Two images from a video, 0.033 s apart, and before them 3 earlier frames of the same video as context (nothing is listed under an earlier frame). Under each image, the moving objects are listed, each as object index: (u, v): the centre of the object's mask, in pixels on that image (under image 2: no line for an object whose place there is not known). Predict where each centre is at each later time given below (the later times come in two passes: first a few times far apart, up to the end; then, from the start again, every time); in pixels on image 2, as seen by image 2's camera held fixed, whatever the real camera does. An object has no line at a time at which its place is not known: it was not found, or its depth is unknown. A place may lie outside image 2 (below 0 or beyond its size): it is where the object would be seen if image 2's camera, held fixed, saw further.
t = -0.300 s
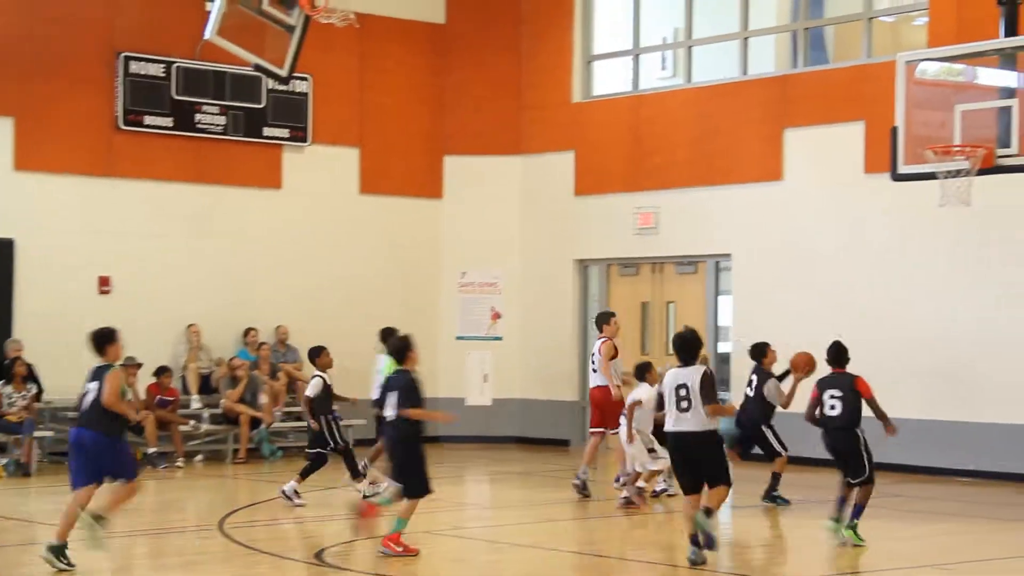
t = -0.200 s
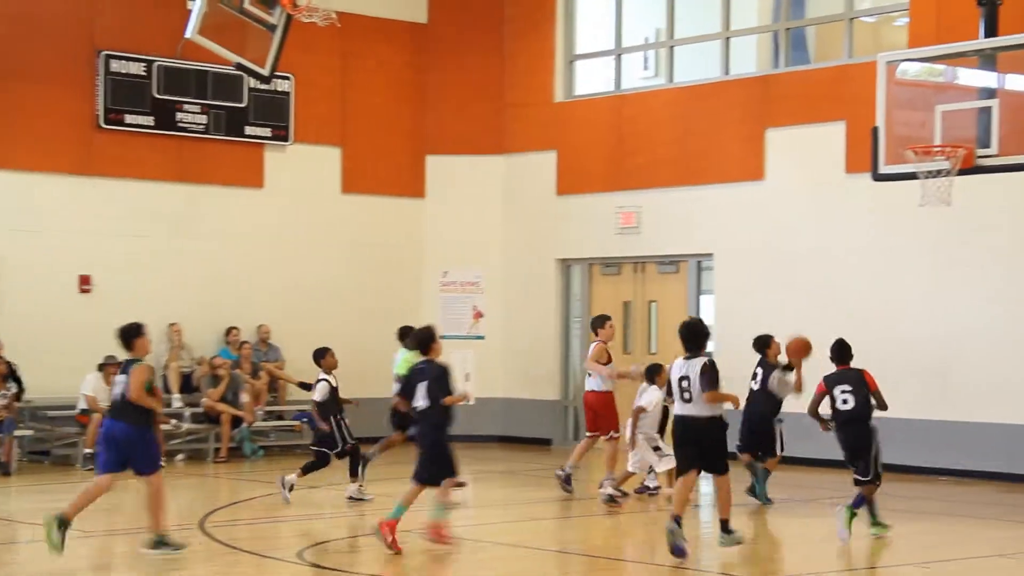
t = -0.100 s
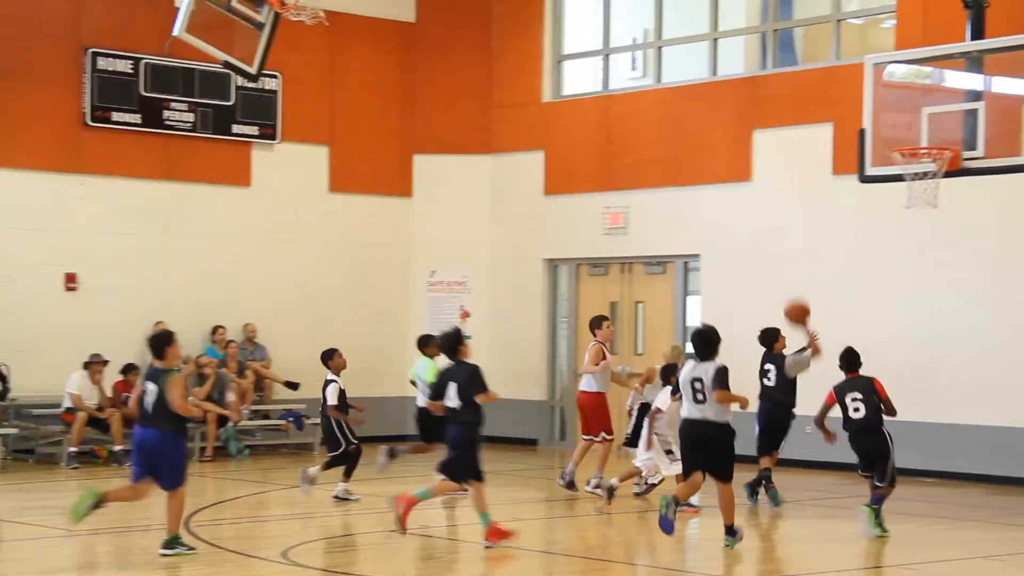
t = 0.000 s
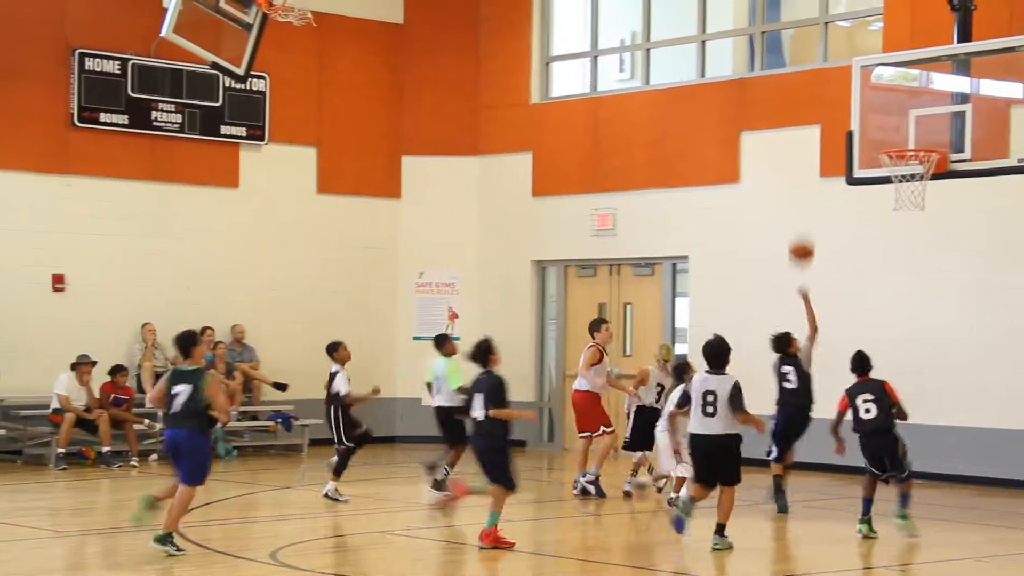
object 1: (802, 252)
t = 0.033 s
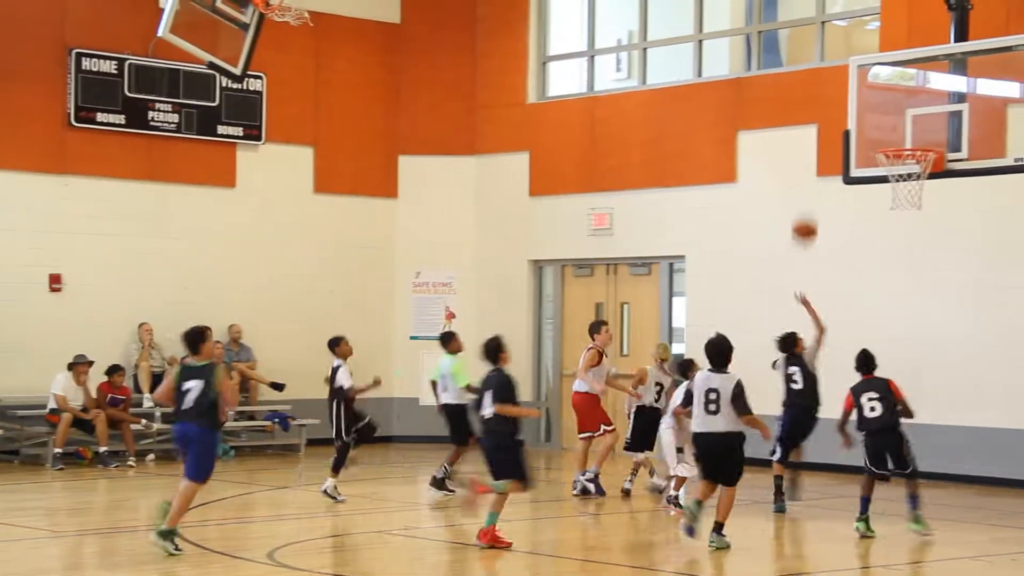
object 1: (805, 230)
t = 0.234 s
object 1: (841, 130)
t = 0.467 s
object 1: (885, 65)
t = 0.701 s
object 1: (917, 64)
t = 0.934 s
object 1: (928, 129)
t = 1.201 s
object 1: (857, 120)
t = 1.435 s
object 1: (783, 162)
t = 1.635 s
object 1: (723, 249)
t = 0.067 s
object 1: (811, 210)
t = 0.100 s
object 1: (817, 192)
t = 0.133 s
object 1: (823, 174)
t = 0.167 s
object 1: (831, 158)
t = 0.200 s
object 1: (835, 145)
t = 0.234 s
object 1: (841, 130)
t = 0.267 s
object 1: (849, 117)
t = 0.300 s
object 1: (855, 105)
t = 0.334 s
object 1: (861, 94)
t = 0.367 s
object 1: (866, 86)
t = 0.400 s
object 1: (871, 79)
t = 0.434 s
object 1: (878, 71)
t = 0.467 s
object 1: (885, 65)
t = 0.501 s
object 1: (890, 61)
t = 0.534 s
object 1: (897, 58)
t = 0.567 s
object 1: (902, 56)
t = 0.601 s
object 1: (909, 56)
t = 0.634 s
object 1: (913, 57)
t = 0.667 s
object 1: (915, 60)
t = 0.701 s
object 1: (917, 64)
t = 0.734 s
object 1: (919, 69)
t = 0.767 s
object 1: (920, 75)
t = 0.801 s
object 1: (922, 84)
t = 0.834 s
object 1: (924, 93)
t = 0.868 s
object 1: (926, 103)
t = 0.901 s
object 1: (927, 115)
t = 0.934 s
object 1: (928, 129)
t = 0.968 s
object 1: (927, 137)
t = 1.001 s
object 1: (918, 133)
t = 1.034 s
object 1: (907, 127)
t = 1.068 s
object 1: (896, 123)
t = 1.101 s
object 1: (886, 120)
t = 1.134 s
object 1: (876, 119)
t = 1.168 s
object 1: (867, 118)
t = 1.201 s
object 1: (857, 120)
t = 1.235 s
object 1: (847, 121)
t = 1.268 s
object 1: (836, 125)
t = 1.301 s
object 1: (825, 130)
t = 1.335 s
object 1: (816, 135)
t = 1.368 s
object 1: (804, 143)
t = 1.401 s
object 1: (793, 152)
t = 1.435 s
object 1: (783, 162)
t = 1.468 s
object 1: (773, 173)
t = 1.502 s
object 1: (763, 186)
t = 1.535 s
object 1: (753, 199)
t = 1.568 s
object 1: (743, 215)
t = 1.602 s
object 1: (732, 231)
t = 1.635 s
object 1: (723, 249)
